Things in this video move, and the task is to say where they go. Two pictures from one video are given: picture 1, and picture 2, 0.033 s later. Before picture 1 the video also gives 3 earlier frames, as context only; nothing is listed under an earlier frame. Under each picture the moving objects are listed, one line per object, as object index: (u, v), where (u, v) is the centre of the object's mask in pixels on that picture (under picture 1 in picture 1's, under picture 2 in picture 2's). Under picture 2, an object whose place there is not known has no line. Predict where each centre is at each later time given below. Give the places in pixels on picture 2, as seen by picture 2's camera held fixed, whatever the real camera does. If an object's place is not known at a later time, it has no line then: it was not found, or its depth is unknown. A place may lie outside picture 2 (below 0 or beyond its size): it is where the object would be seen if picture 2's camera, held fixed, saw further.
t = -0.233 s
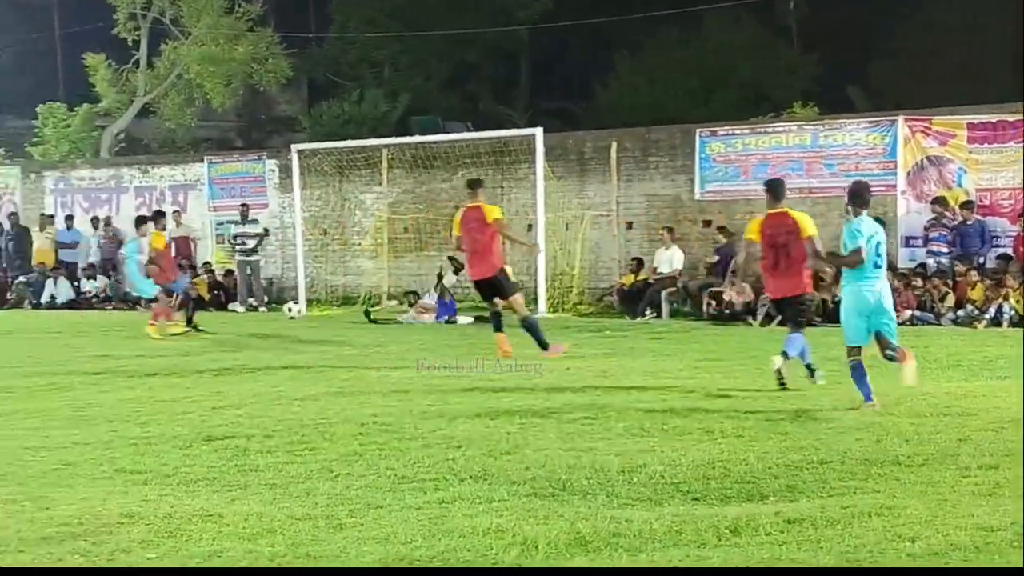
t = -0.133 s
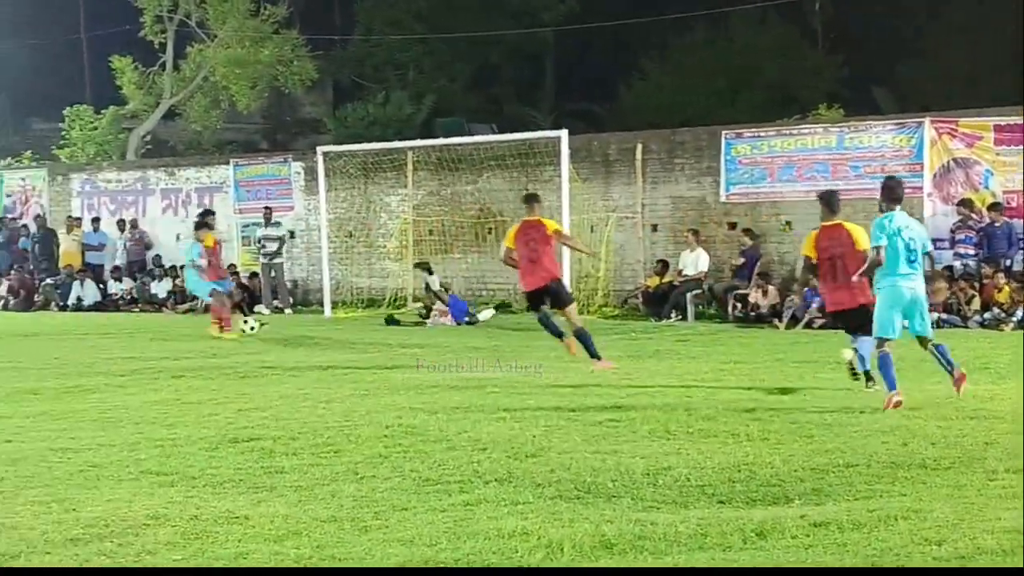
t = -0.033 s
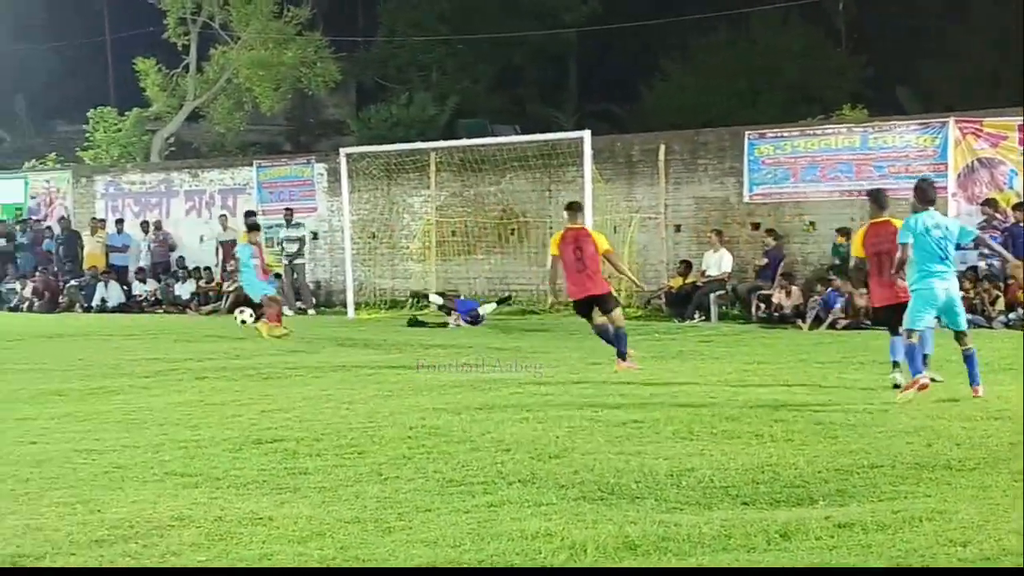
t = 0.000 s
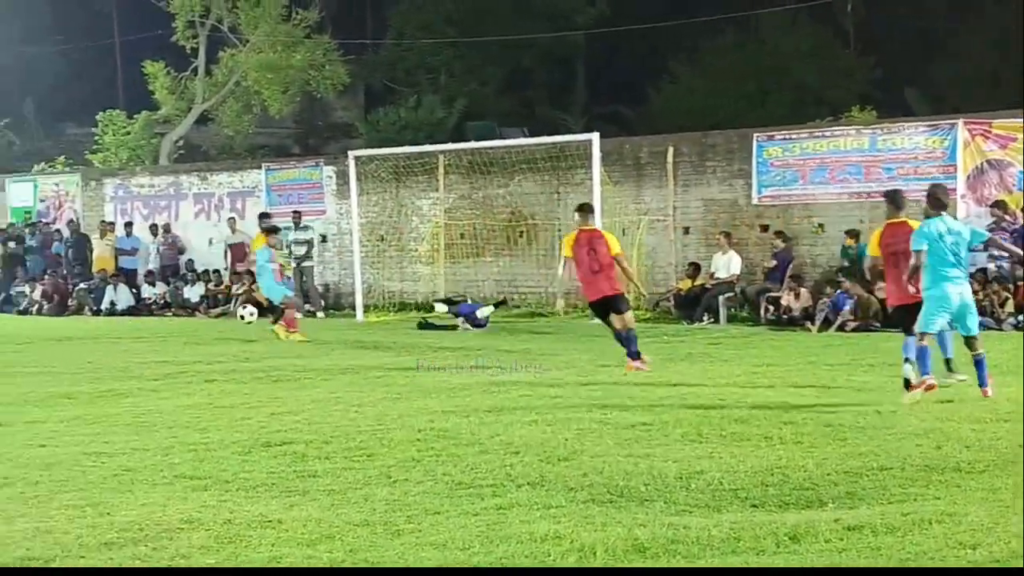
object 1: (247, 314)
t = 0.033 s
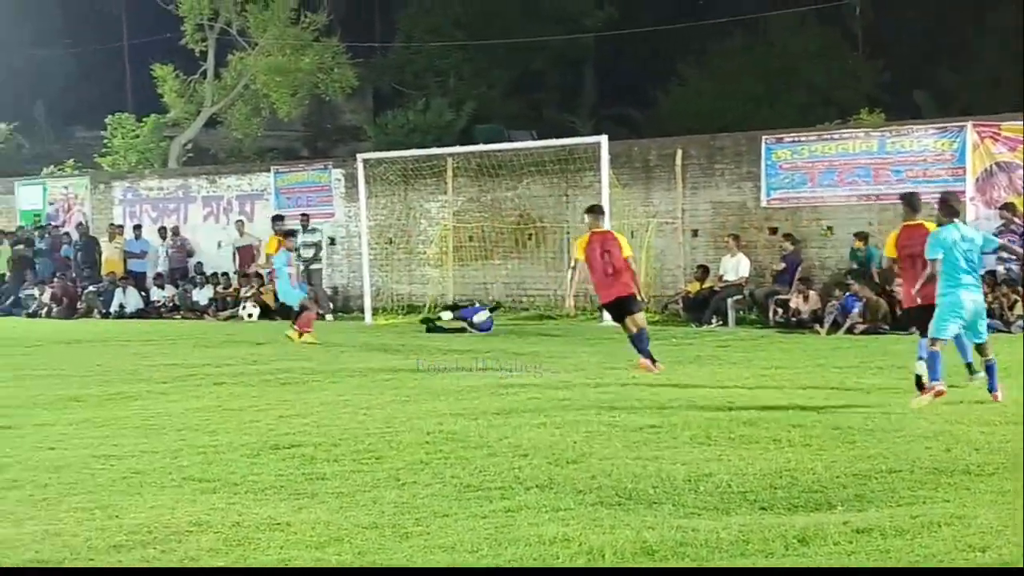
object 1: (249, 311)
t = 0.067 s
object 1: (242, 308)
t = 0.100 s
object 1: (236, 305)
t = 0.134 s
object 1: (229, 305)
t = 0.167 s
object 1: (221, 305)
